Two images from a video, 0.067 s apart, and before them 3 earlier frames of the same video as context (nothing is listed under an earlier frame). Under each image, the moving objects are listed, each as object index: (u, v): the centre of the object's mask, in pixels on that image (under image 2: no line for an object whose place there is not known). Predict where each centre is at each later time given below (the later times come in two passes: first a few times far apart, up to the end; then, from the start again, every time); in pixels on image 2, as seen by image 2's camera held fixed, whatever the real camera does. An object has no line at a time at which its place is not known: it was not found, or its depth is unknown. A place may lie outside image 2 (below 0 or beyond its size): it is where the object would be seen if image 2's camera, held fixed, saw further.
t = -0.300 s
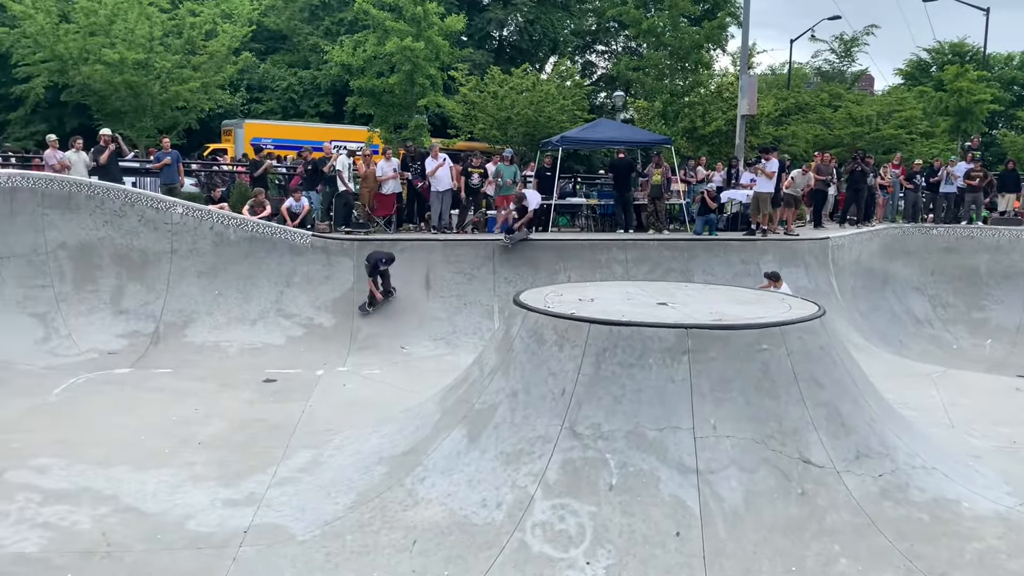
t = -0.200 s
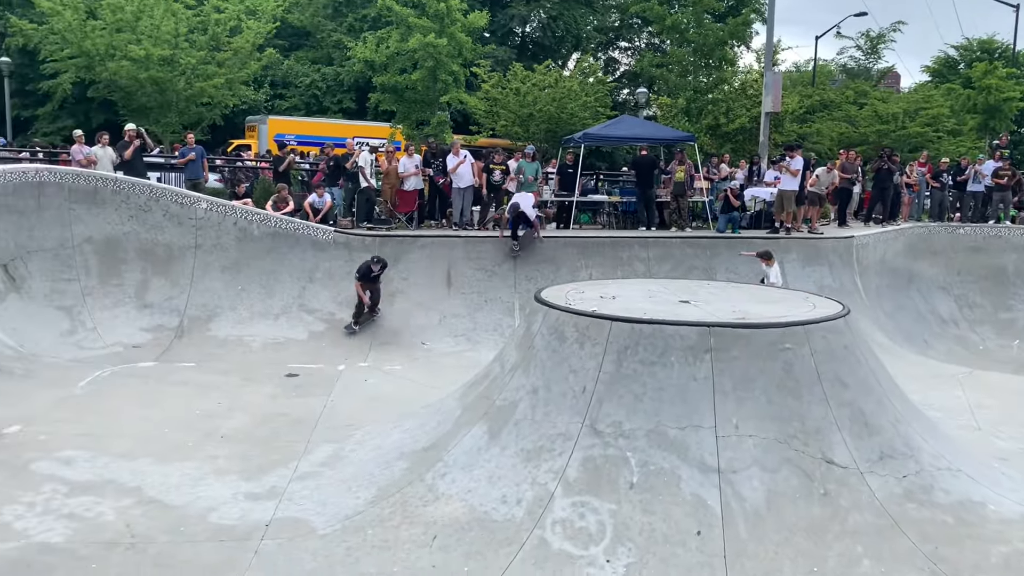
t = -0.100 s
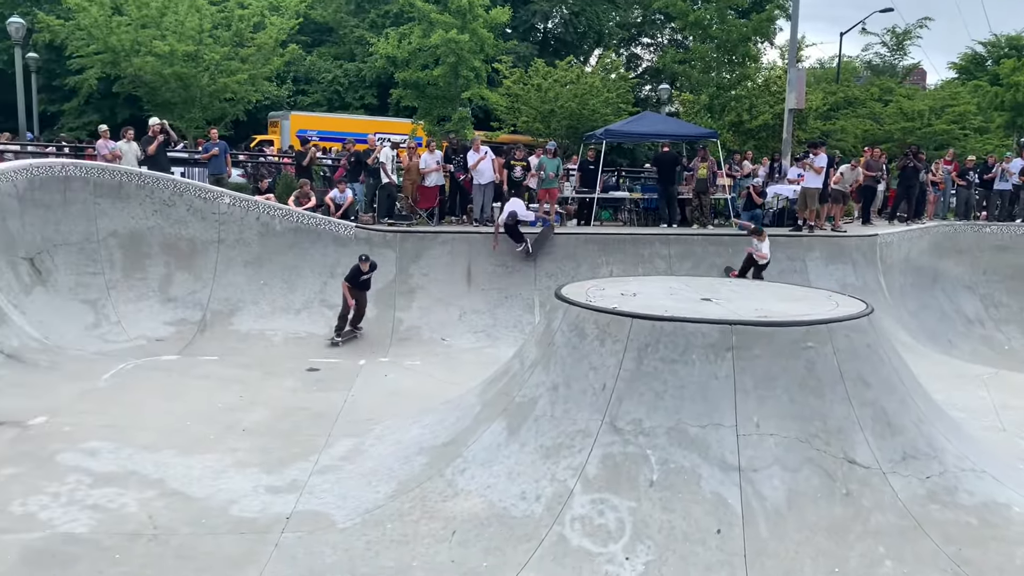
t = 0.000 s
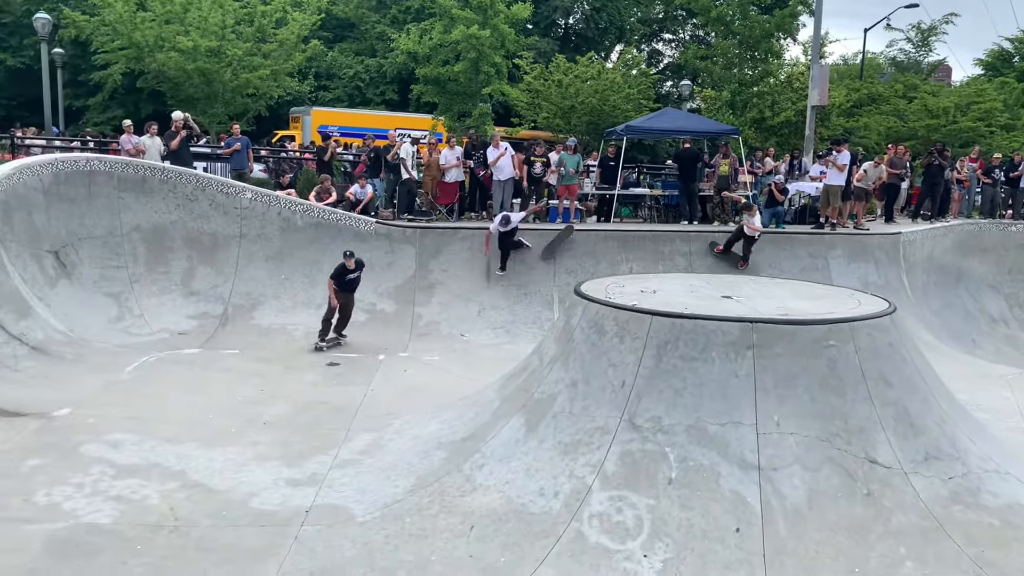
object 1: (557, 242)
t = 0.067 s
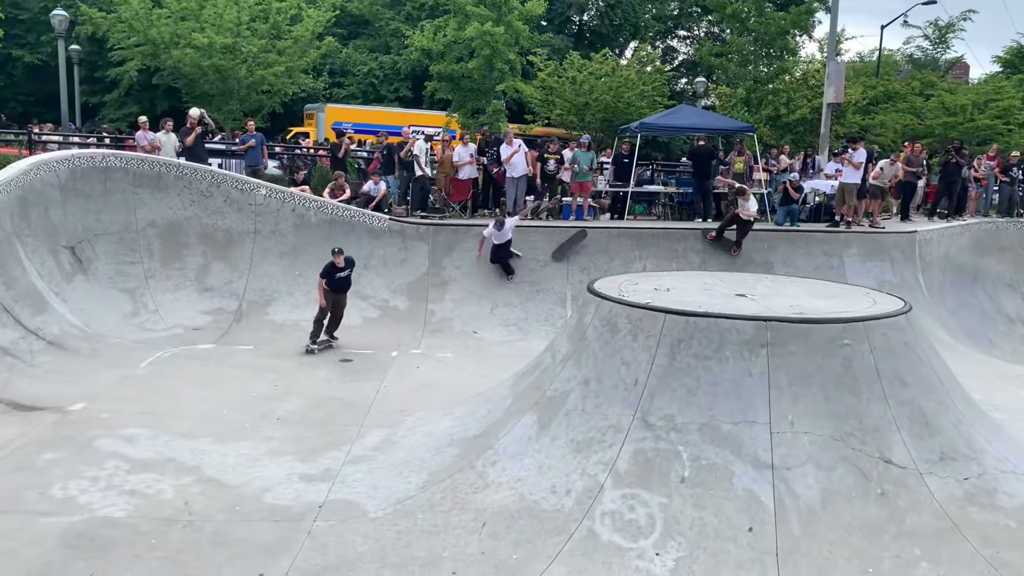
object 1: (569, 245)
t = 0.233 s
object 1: (568, 263)
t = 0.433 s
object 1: (569, 283)
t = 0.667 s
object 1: (563, 312)
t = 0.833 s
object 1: (567, 313)
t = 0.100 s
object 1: (569, 248)
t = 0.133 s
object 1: (569, 251)
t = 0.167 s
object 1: (569, 254)
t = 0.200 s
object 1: (568, 259)
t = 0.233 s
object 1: (568, 263)
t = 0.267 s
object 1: (567, 268)
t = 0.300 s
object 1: (567, 273)
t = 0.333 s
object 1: (567, 275)
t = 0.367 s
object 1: (567, 278)
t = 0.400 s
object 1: (565, 281)
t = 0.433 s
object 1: (569, 283)
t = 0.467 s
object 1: (569, 287)
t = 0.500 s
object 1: (570, 289)
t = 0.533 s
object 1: (569, 293)
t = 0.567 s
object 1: (568, 297)
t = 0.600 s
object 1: (564, 305)
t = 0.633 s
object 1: (564, 310)
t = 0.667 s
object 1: (563, 312)
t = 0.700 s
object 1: (563, 312)
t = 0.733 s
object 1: (564, 312)
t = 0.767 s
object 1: (565, 311)
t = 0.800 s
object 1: (565, 311)
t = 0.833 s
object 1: (567, 313)
